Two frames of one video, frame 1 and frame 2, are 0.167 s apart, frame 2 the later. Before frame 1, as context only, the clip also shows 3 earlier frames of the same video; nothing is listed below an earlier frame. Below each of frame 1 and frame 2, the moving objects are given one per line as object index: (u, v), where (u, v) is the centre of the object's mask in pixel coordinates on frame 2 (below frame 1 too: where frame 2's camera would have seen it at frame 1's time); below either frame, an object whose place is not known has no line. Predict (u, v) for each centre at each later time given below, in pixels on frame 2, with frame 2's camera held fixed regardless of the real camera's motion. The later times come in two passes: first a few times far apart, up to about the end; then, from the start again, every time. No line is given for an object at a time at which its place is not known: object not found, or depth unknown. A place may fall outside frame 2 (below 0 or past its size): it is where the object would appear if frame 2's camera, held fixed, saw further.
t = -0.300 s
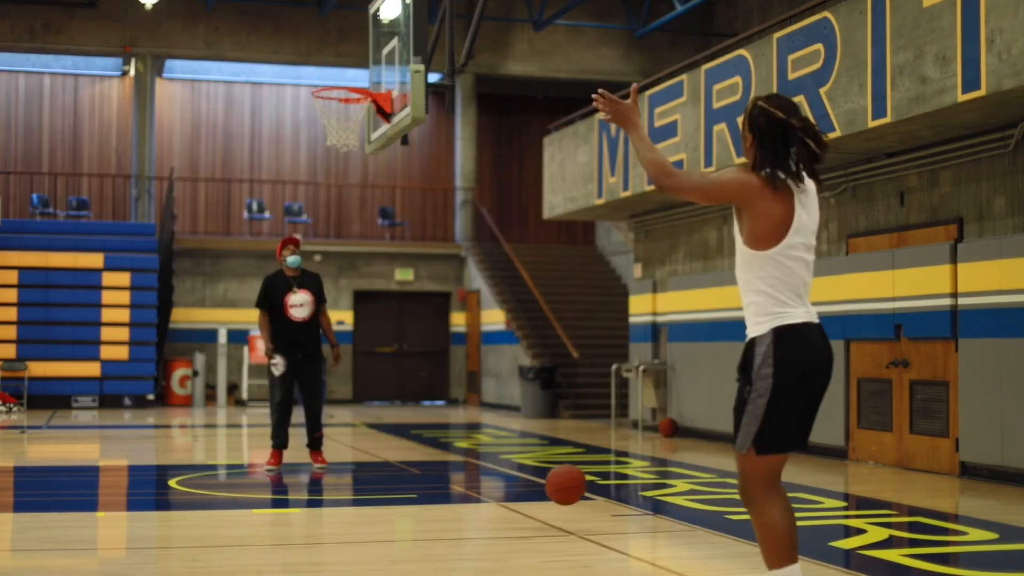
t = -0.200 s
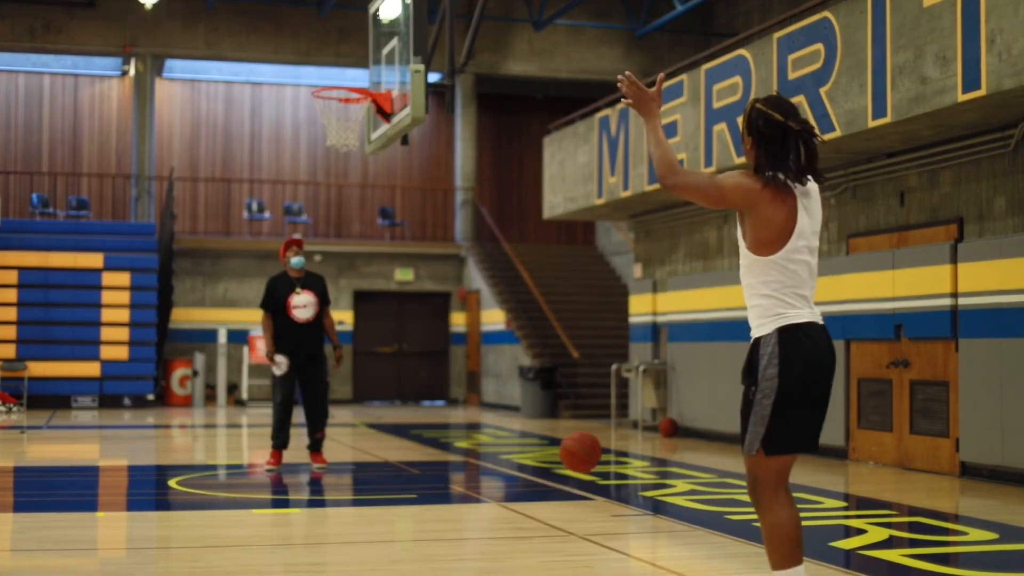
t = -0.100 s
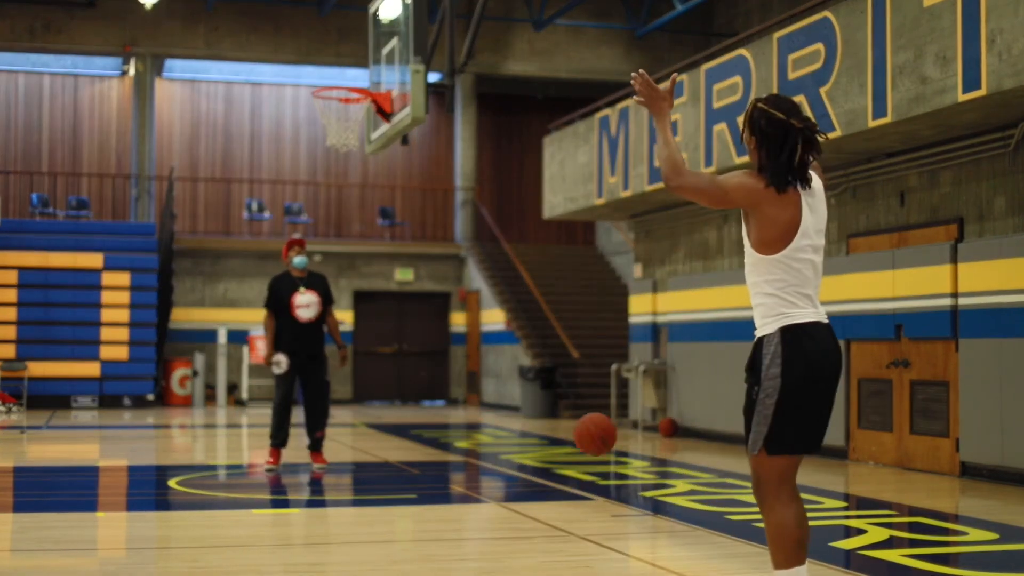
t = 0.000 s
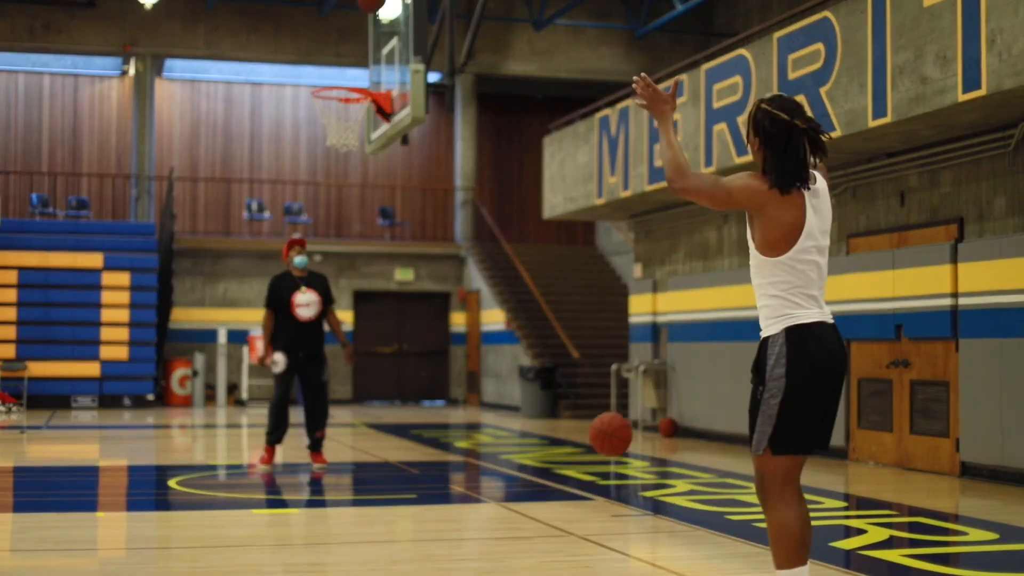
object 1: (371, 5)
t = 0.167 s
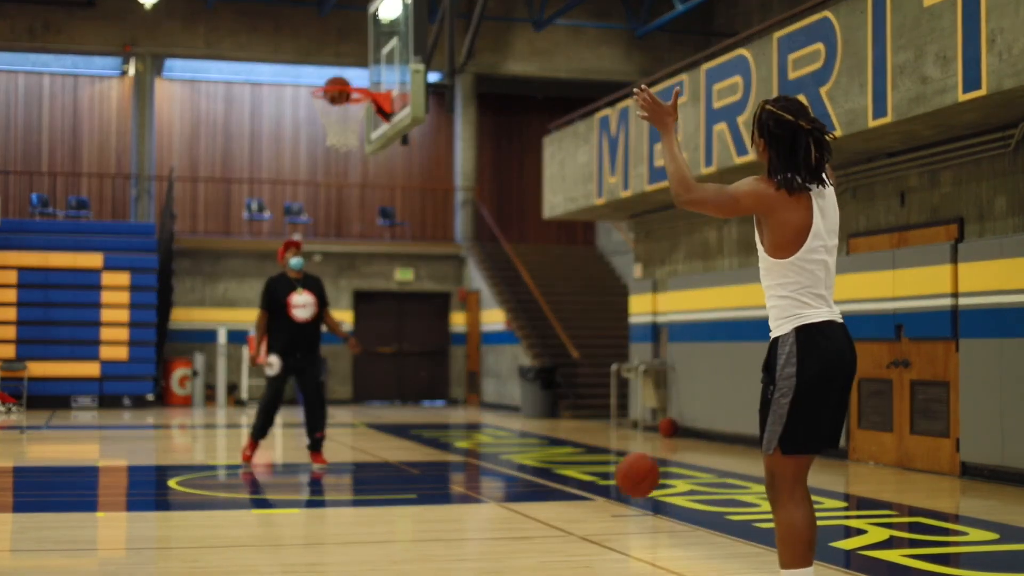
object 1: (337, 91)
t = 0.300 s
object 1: (377, 67)
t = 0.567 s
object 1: (317, 70)
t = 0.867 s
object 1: (293, 90)
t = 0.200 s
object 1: (330, 87)
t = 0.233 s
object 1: (346, 76)
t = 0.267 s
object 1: (362, 72)
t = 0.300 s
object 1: (377, 67)
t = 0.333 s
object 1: (369, 67)
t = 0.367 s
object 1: (357, 68)
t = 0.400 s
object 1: (345, 70)
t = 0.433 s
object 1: (332, 73)
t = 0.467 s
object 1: (322, 76)
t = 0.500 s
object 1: (321, 73)
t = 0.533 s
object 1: (319, 71)
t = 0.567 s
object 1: (317, 70)
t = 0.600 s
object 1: (316, 70)
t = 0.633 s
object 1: (314, 72)
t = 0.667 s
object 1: (313, 74)
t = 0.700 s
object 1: (310, 77)
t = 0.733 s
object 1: (307, 78)
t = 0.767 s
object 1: (304, 79)
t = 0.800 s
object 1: (300, 81)
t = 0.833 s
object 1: (297, 86)
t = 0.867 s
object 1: (293, 90)
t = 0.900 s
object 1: (290, 97)
